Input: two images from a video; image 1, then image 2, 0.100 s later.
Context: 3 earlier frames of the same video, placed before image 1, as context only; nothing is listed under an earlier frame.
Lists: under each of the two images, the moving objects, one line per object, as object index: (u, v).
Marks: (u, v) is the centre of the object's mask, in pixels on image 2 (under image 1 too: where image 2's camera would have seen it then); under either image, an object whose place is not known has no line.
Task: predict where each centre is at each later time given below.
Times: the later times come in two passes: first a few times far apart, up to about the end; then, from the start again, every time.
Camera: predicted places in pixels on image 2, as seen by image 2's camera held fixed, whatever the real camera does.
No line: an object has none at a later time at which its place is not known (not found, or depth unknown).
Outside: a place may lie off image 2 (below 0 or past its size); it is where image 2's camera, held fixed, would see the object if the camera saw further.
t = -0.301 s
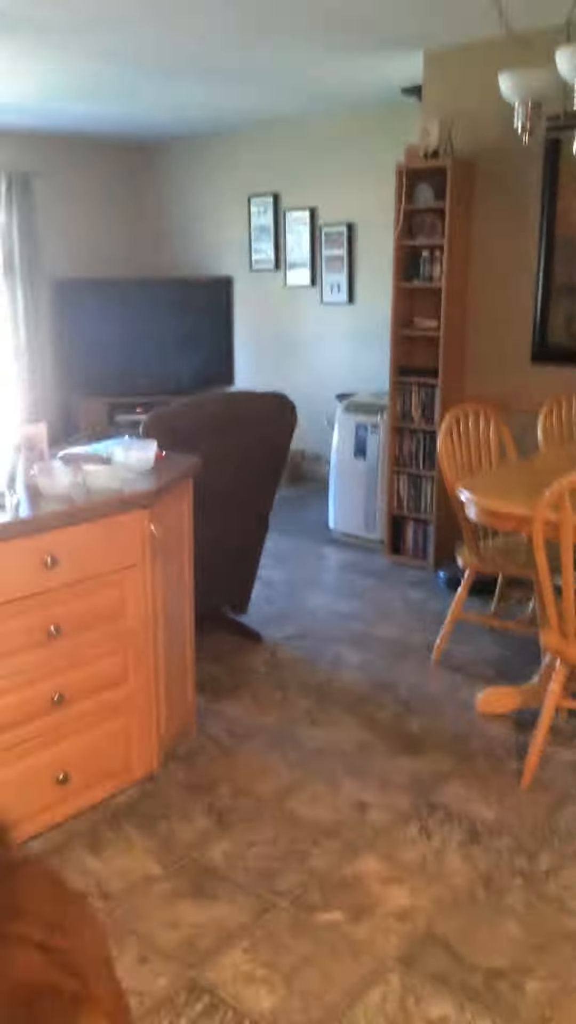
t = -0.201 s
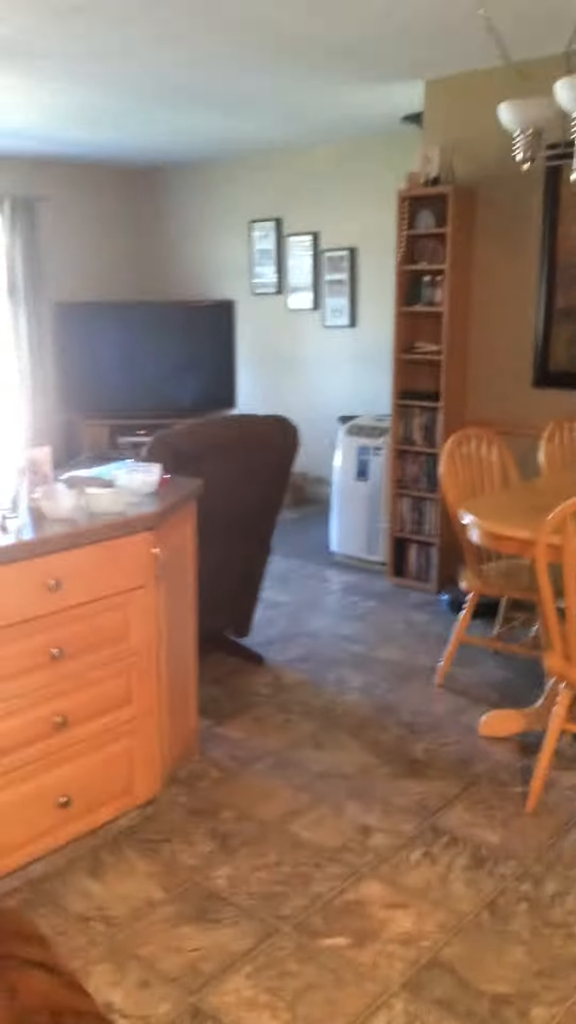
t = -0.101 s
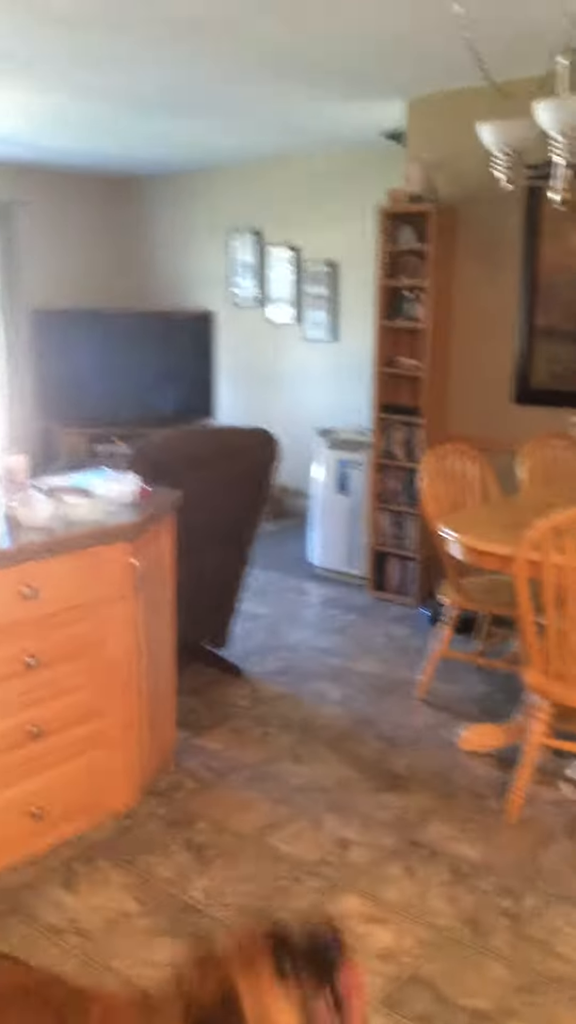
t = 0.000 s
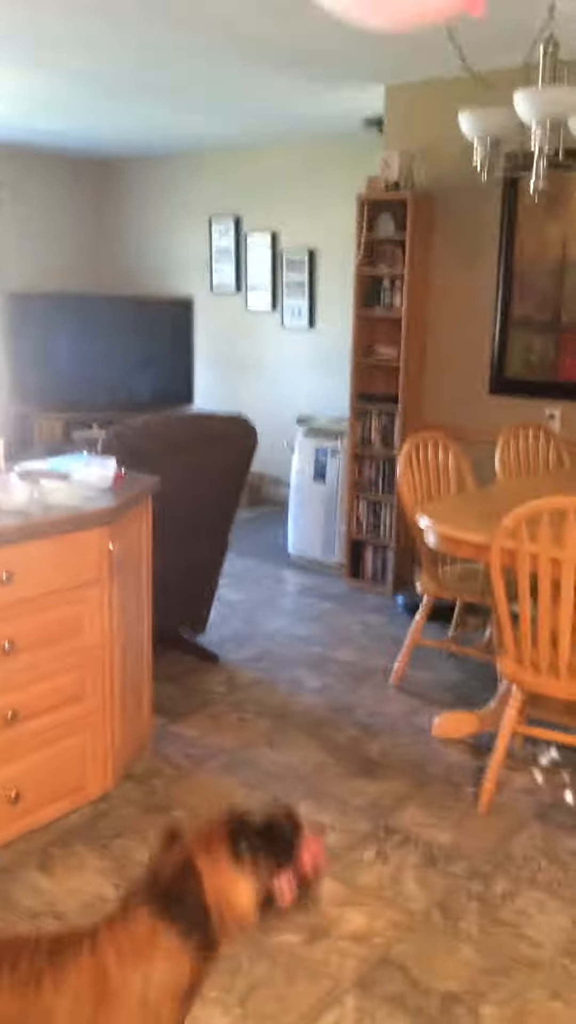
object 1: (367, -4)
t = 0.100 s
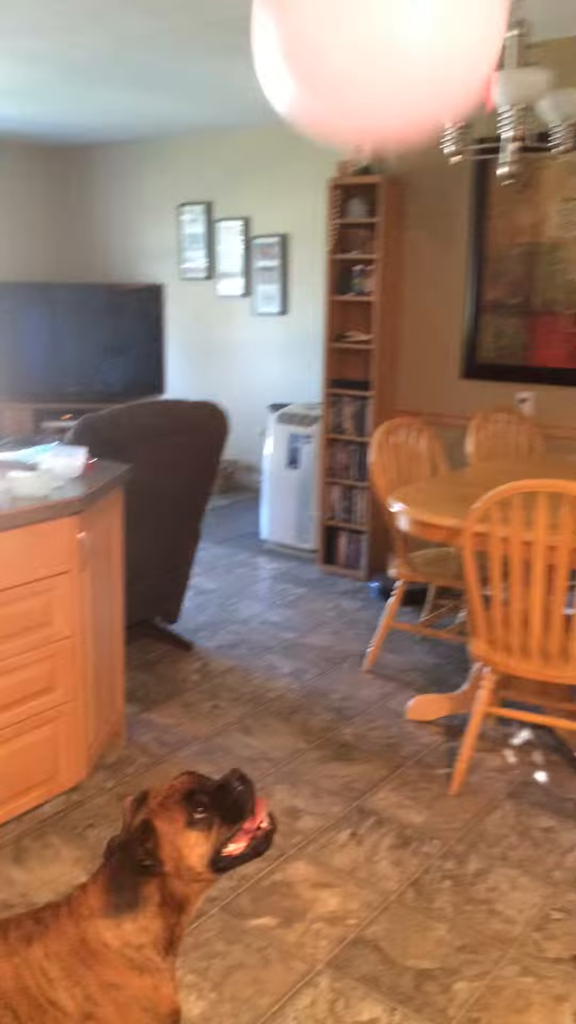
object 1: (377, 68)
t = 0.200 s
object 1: (399, 148)
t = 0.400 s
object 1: (436, 379)
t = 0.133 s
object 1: (384, 91)
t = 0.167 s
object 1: (391, 115)
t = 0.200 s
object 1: (399, 148)
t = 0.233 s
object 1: (401, 192)
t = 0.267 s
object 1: (410, 236)
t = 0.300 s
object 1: (415, 275)
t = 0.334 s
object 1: (420, 309)
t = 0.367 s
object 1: (427, 345)
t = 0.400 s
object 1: (436, 379)
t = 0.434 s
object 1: (446, 412)
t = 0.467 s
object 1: (456, 443)
